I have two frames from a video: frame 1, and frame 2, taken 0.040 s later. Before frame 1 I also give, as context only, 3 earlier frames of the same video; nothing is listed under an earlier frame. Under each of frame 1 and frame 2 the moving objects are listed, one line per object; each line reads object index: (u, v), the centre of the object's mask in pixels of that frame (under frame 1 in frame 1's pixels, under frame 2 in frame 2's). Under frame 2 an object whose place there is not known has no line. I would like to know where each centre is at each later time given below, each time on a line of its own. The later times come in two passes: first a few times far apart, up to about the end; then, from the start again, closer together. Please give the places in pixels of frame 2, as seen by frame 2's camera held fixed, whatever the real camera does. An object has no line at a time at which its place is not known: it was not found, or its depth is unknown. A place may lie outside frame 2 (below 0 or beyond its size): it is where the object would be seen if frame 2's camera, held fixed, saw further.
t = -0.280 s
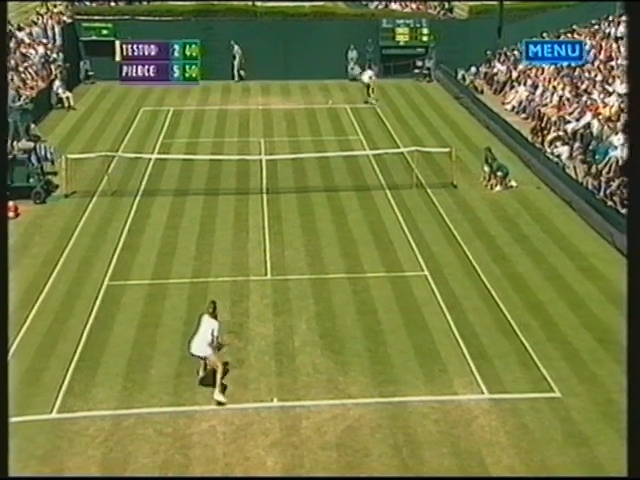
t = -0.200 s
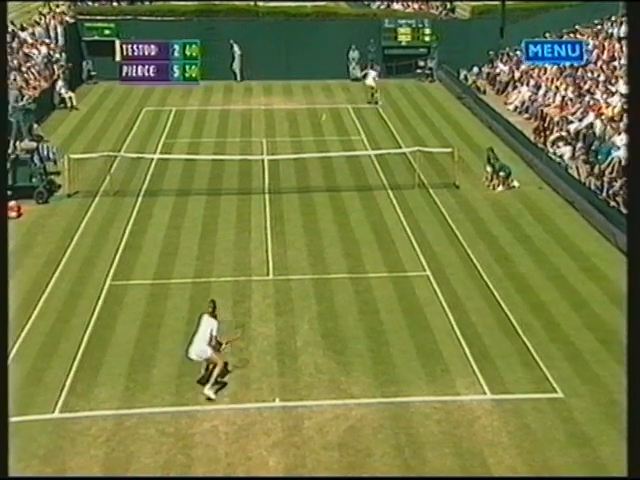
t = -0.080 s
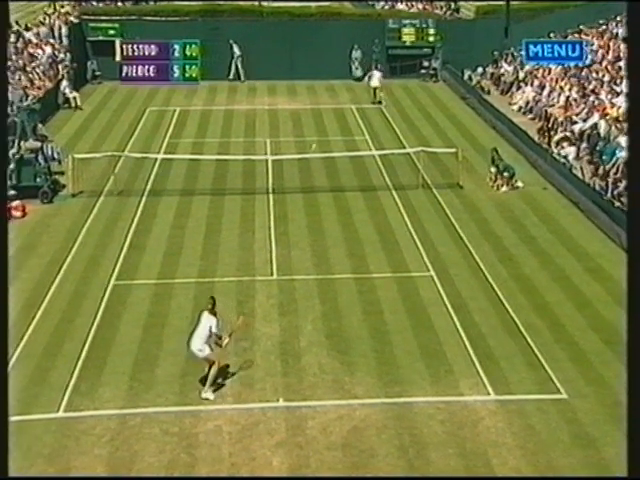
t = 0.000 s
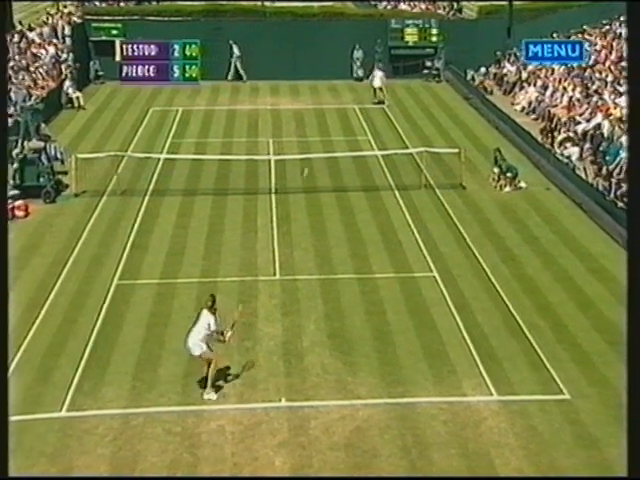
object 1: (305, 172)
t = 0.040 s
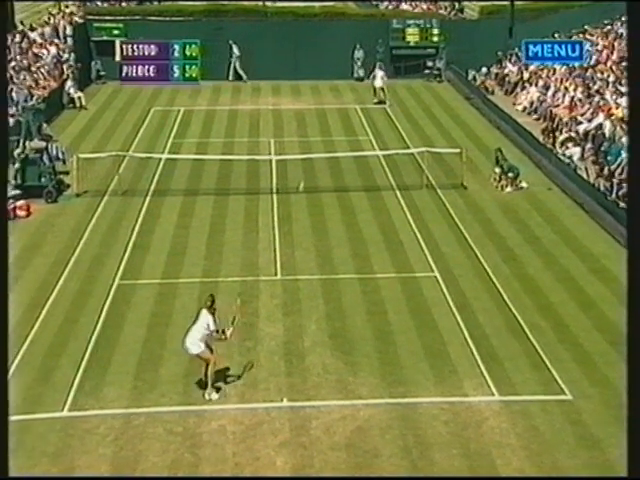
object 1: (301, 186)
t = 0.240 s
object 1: (268, 283)
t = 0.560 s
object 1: (225, 328)
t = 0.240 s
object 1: (268, 283)
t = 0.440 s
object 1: (244, 325)
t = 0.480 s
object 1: (237, 325)
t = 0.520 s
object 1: (232, 326)
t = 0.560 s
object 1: (225, 328)
